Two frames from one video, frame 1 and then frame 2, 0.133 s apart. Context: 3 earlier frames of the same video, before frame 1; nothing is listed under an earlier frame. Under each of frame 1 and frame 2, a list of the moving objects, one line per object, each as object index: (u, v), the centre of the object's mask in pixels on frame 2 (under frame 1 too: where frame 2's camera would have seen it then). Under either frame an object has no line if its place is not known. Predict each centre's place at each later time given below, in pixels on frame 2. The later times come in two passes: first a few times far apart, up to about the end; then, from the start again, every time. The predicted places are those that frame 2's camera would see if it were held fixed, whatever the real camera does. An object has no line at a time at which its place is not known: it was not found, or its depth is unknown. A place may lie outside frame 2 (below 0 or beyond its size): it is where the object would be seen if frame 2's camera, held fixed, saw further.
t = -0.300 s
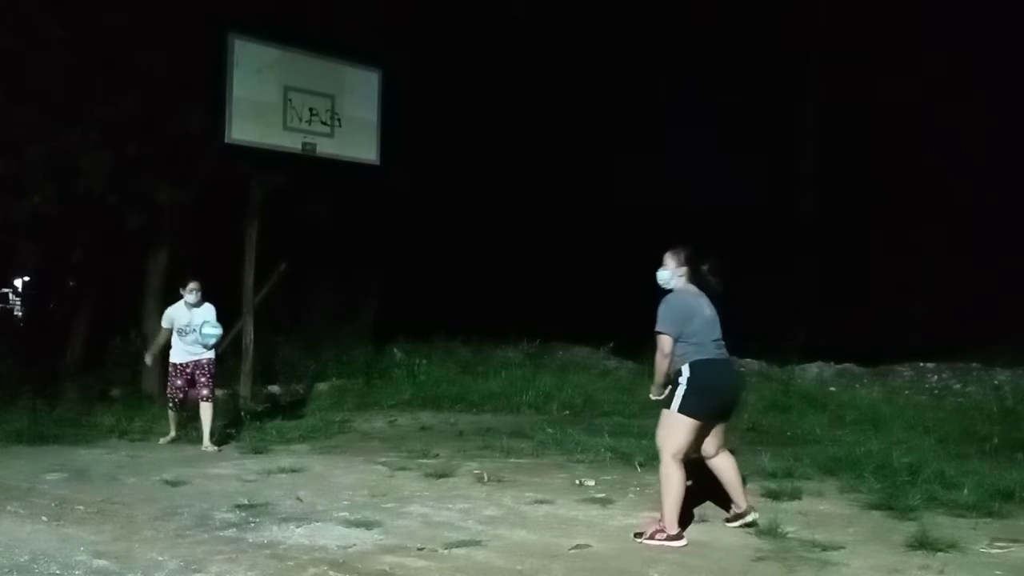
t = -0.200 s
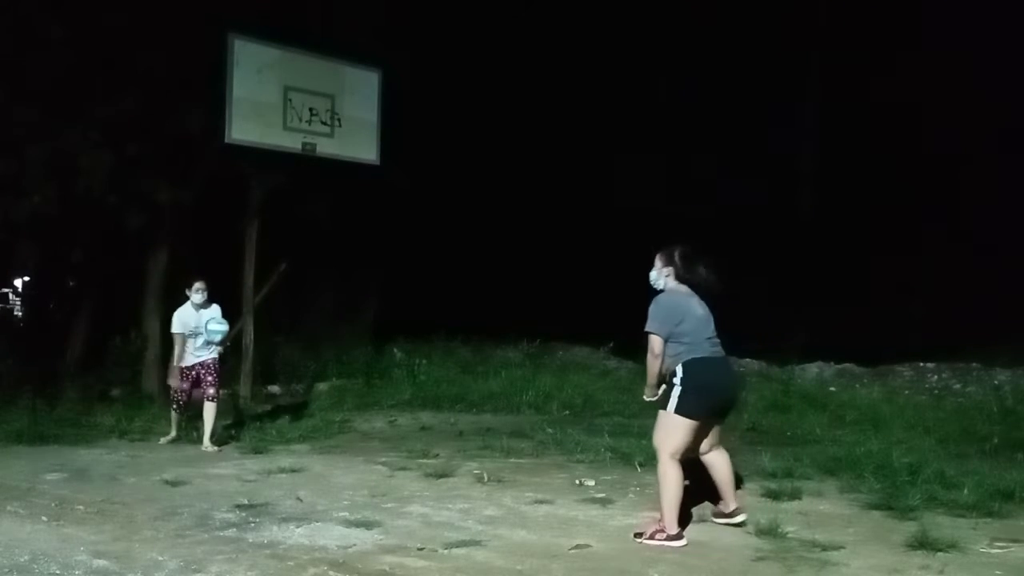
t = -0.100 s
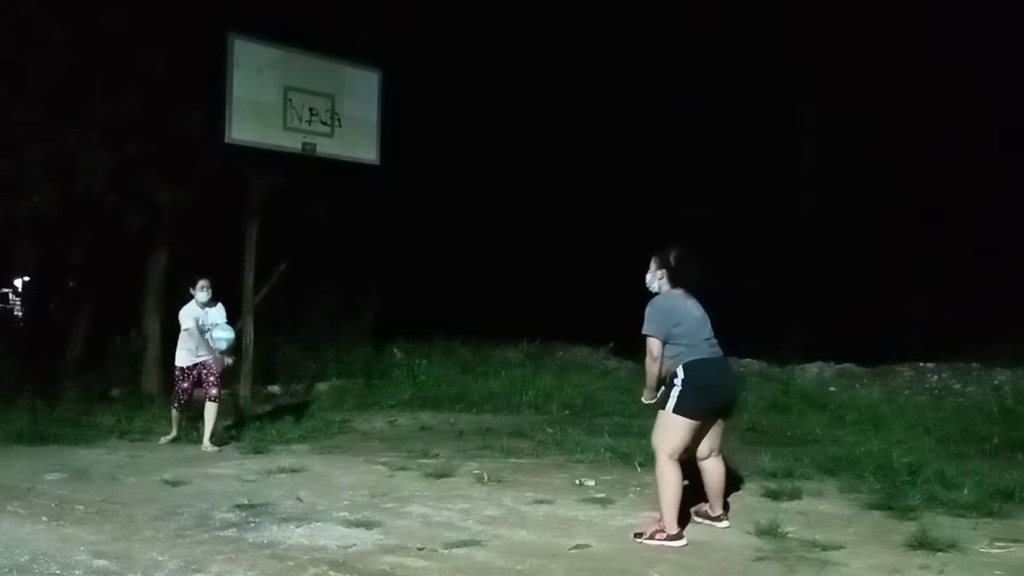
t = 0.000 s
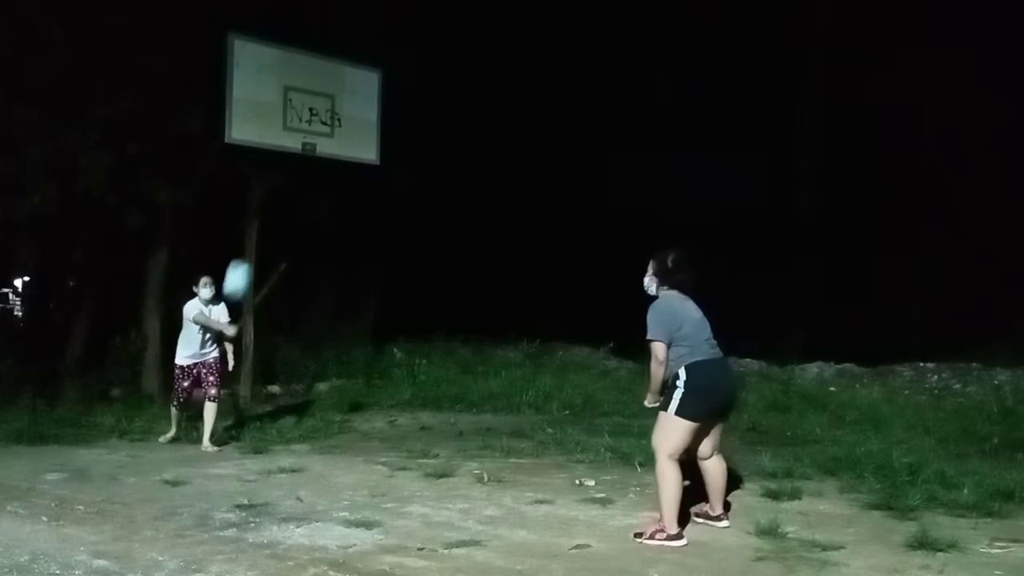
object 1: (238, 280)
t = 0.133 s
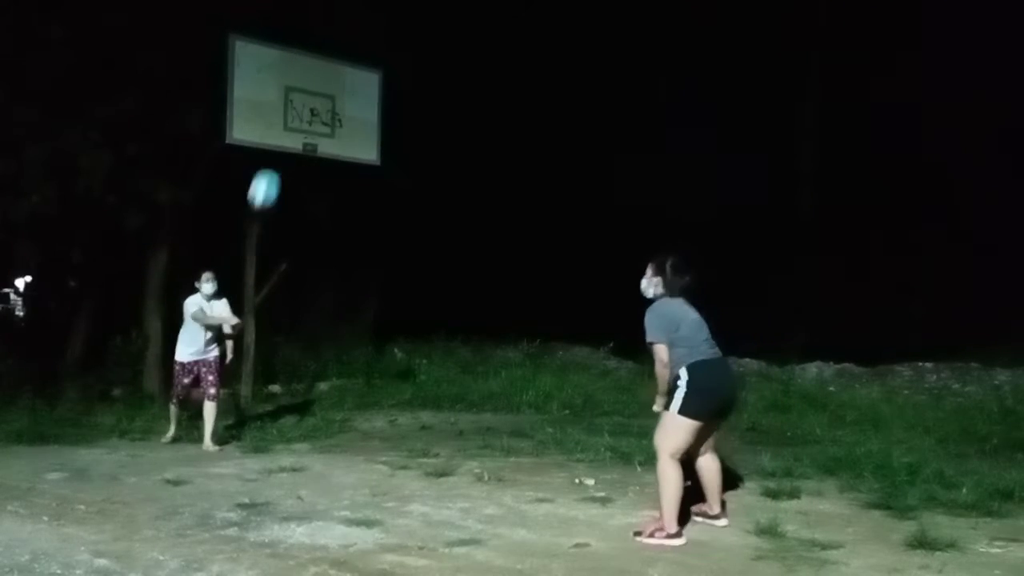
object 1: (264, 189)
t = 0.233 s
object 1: (284, 129)
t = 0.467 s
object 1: (335, 29)
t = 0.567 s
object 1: (360, 11)
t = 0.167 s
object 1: (271, 169)
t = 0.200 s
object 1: (277, 149)
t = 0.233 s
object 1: (284, 129)
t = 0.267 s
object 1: (290, 111)
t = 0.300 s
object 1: (297, 94)
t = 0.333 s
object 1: (303, 78)
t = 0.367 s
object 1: (311, 63)
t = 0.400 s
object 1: (319, 50)
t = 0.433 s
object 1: (327, 39)
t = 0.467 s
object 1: (335, 29)
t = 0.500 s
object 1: (344, 20)
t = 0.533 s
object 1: (352, 14)
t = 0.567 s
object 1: (360, 11)
